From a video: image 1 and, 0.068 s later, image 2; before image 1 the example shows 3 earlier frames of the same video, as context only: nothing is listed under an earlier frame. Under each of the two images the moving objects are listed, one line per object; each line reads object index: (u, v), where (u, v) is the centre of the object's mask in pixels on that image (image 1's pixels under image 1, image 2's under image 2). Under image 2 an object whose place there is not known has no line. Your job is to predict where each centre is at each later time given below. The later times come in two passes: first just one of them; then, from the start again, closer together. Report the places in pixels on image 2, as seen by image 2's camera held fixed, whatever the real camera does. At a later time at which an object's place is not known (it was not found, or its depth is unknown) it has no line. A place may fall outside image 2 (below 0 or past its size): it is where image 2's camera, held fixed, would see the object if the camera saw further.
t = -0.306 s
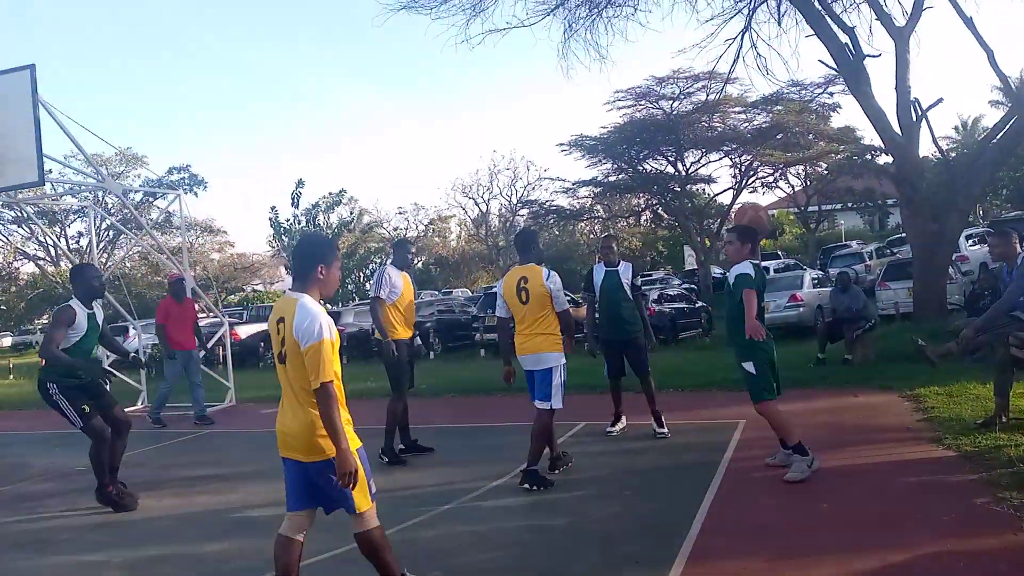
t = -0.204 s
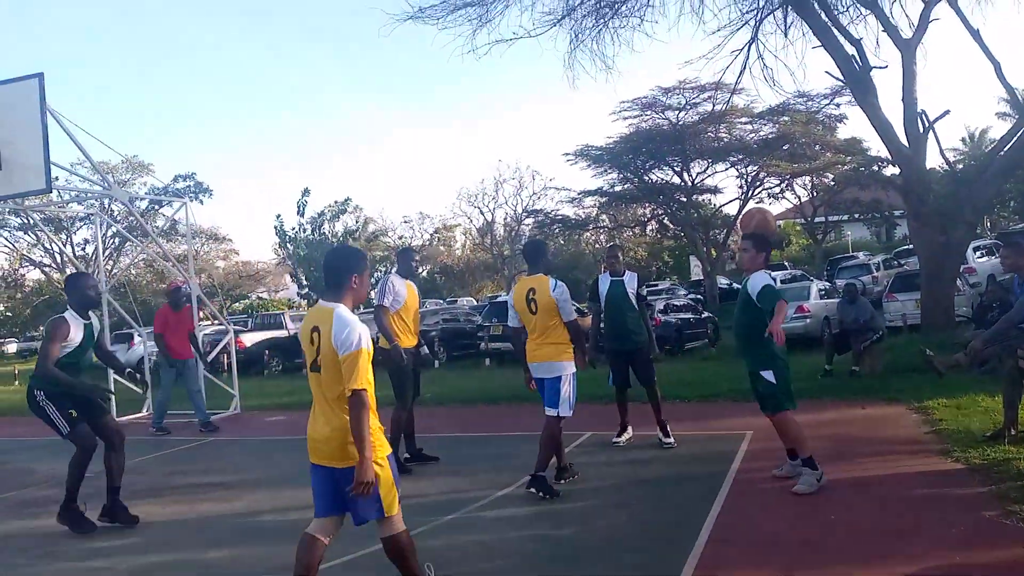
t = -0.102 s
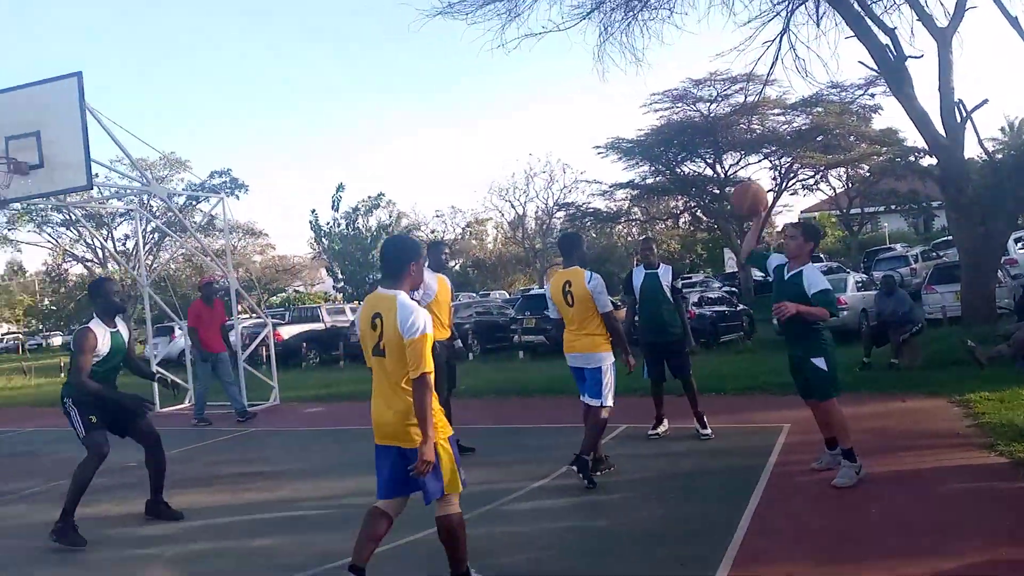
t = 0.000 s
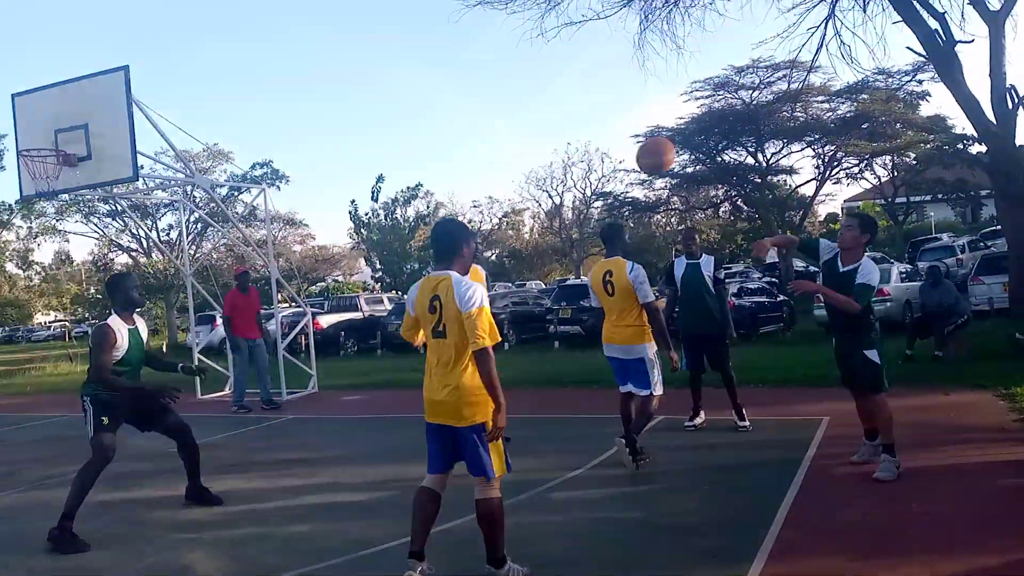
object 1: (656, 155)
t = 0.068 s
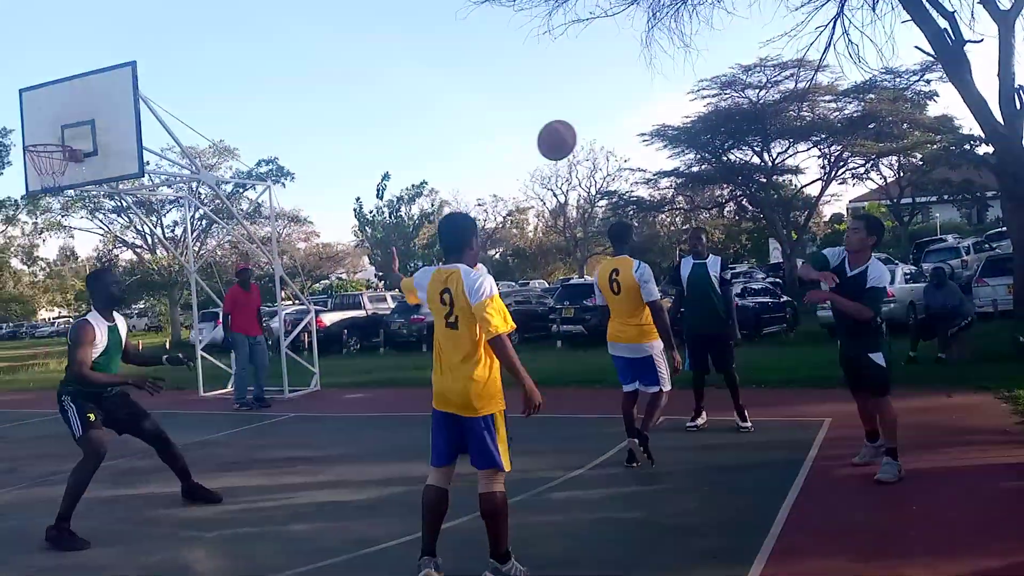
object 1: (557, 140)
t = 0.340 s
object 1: (23, 145)
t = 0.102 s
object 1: (501, 136)
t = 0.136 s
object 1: (443, 132)
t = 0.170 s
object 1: (380, 132)
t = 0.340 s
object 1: (23, 145)
